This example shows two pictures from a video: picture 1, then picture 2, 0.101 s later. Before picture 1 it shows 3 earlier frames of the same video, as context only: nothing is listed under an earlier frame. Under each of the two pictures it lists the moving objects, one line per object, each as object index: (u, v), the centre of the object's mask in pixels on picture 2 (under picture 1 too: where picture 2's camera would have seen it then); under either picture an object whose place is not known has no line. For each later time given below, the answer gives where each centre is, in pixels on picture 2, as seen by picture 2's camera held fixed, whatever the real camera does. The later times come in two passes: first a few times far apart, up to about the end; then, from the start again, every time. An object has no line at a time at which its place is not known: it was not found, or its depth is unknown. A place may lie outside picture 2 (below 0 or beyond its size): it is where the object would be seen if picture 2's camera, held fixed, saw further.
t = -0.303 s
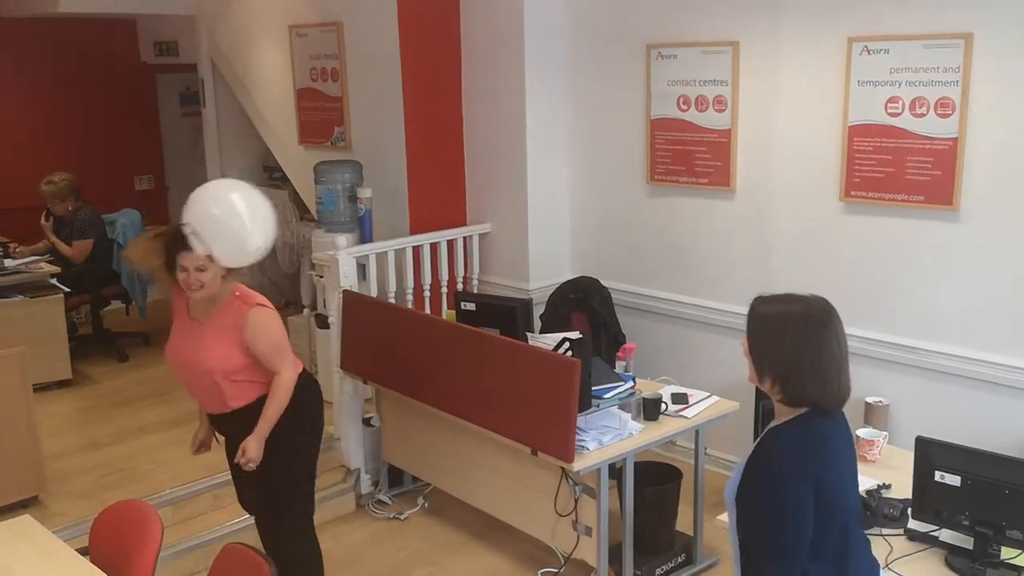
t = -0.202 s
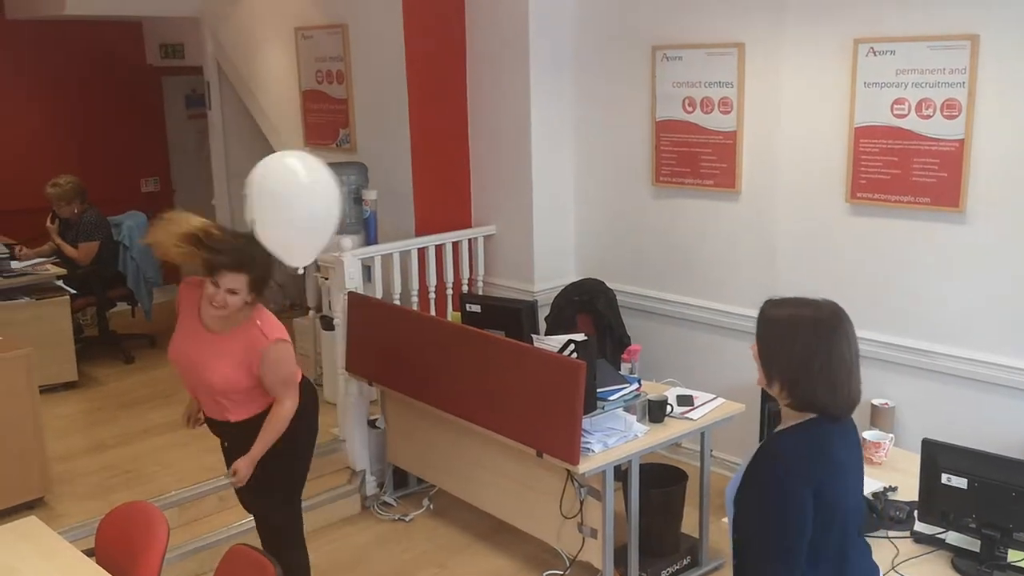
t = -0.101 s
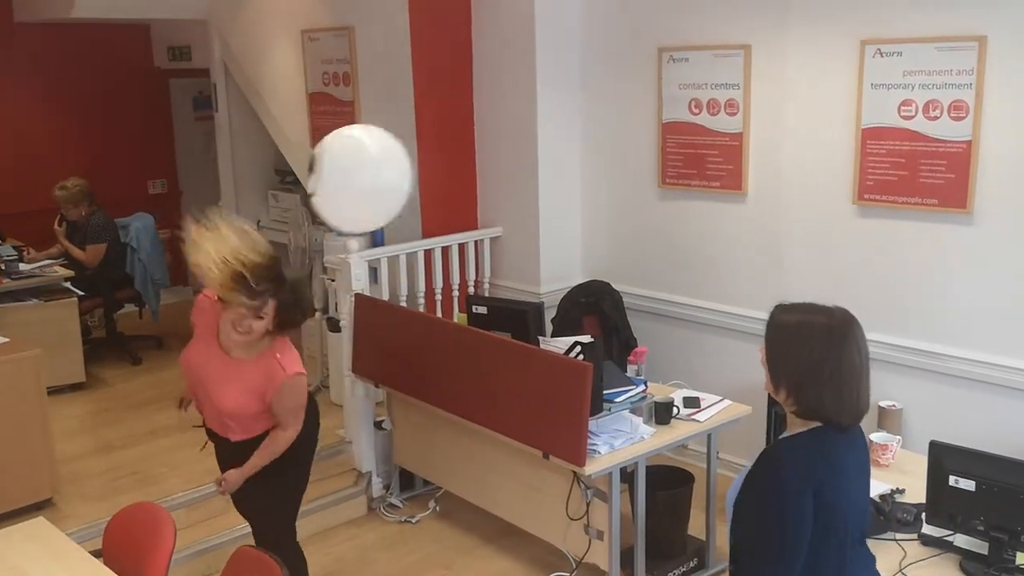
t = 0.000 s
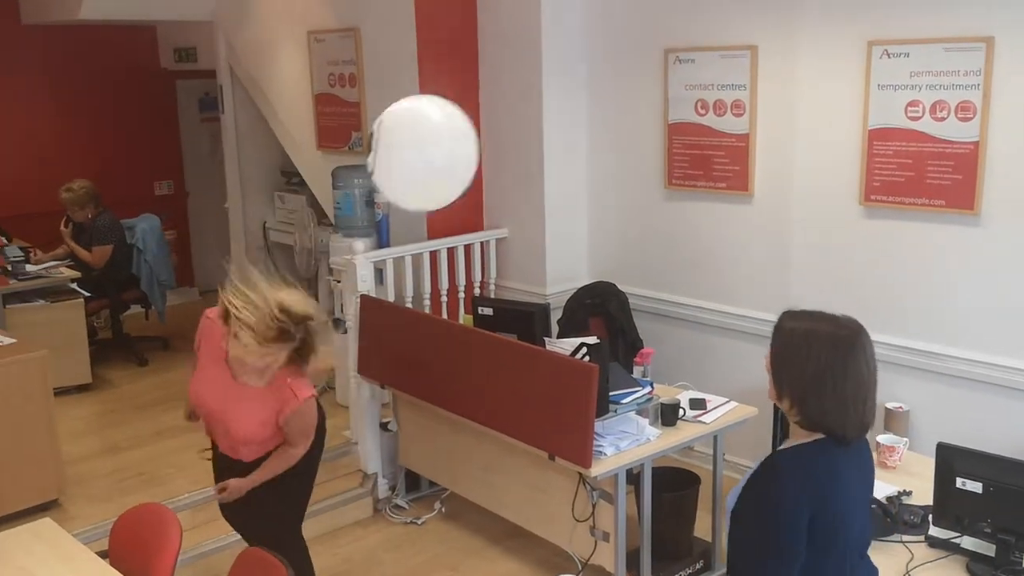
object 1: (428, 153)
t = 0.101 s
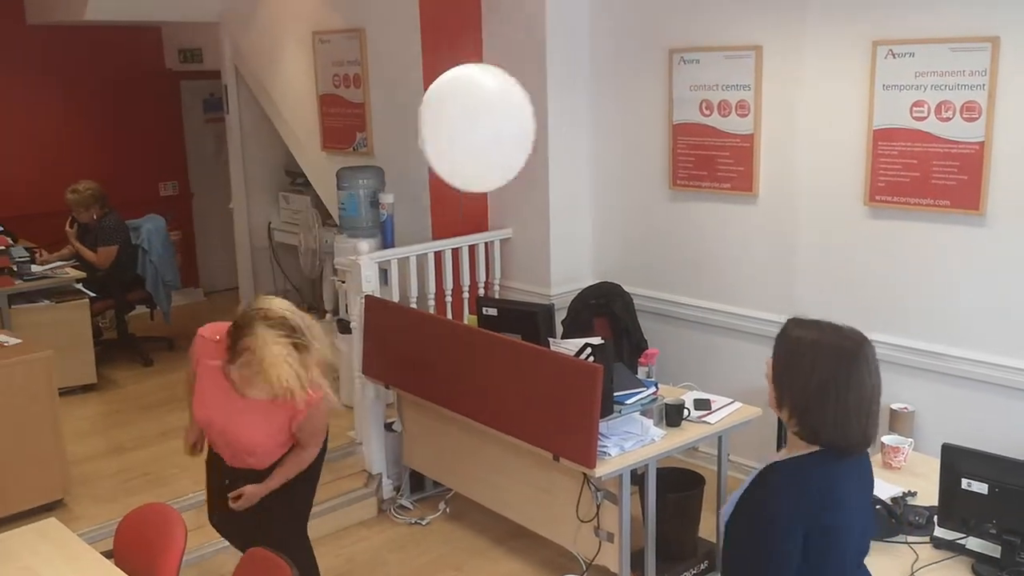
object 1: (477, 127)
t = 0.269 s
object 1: (538, 91)
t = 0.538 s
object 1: (601, 63)
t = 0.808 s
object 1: (656, 72)
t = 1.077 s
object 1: (697, 133)
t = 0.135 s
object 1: (490, 119)
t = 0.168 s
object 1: (503, 112)
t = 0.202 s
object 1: (516, 104)
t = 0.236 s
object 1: (527, 97)
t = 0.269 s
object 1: (538, 91)
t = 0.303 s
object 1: (548, 84)
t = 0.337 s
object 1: (557, 79)
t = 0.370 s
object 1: (565, 73)
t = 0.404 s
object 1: (573, 69)
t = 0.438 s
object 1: (580, 66)
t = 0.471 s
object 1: (588, 64)
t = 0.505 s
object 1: (595, 63)
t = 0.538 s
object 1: (601, 63)
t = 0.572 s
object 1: (608, 62)
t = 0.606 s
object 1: (616, 62)
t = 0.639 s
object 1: (622, 63)
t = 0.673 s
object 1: (629, 63)
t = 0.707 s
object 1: (636, 64)
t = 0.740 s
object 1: (643, 66)
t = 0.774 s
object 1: (650, 69)
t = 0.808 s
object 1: (656, 72)
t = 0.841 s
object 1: (661, 75)
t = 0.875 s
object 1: (668, 81)
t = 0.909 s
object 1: (673, 87)
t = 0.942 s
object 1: (679, 95)
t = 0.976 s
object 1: (685, 103)
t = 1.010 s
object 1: (689, 112)
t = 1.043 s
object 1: (694, 122)
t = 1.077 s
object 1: (697, 133)
